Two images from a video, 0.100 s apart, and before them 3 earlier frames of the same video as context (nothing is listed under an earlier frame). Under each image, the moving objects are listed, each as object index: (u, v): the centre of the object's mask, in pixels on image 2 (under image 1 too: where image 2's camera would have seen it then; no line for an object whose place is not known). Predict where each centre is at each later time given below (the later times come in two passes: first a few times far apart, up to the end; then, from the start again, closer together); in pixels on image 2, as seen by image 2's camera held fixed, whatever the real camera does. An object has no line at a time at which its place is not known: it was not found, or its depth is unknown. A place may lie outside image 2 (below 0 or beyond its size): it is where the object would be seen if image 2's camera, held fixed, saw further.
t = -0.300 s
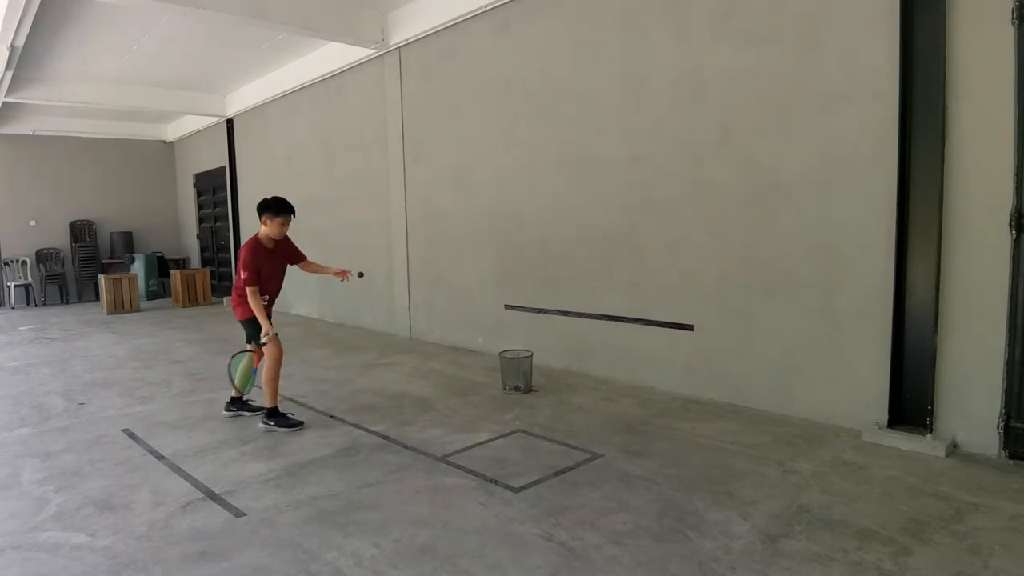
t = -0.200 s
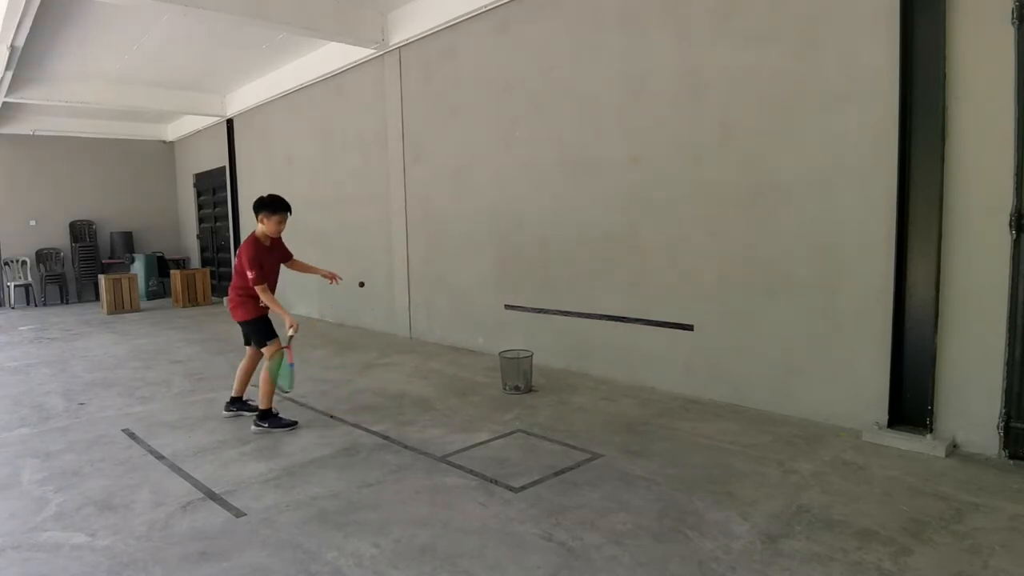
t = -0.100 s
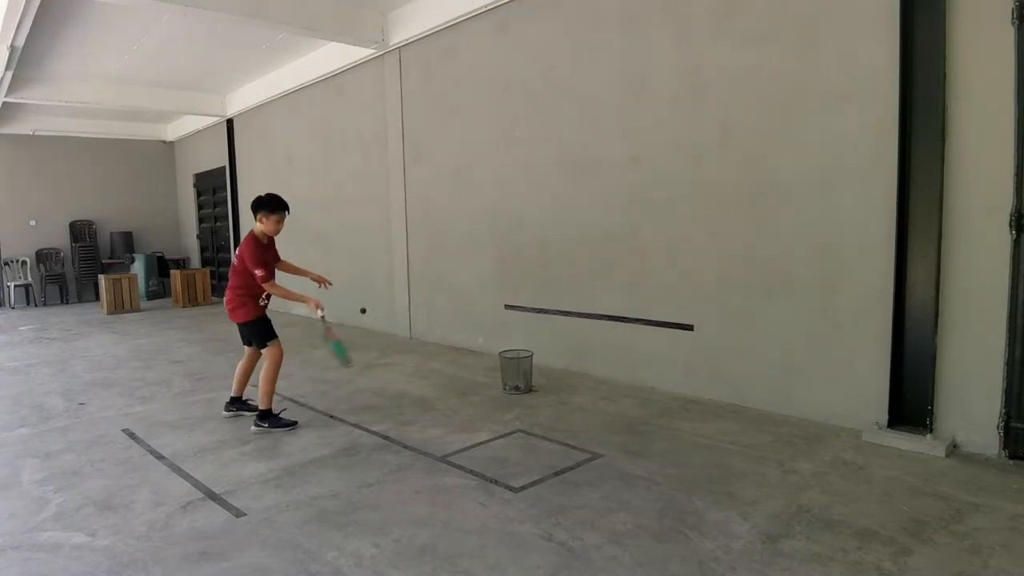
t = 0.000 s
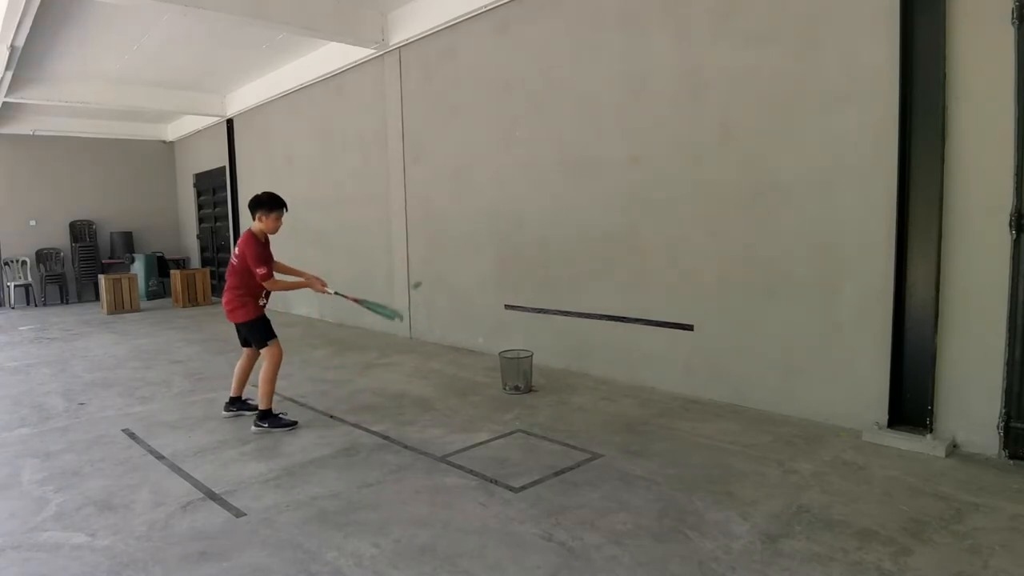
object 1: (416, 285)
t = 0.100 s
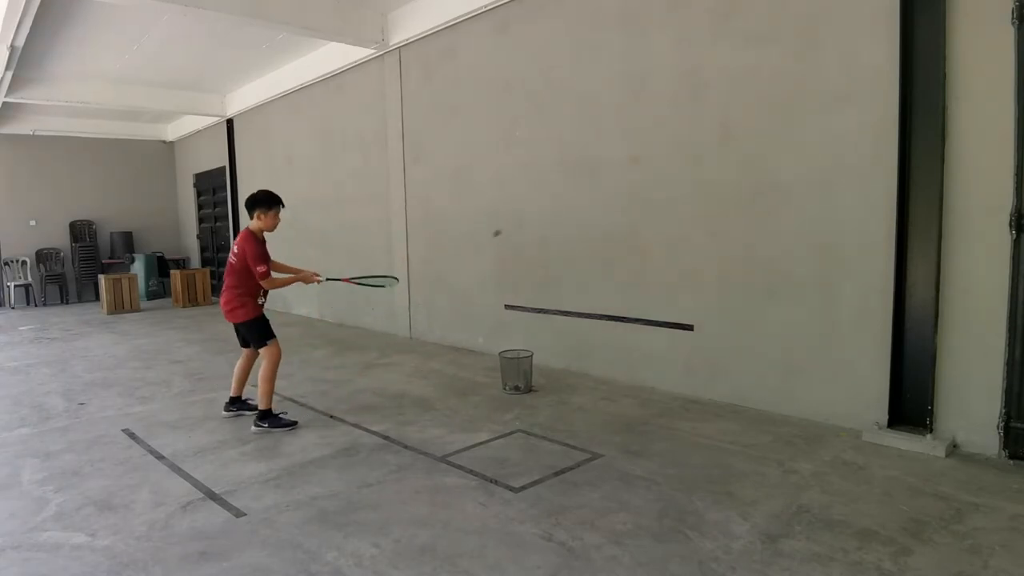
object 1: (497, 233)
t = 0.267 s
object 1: (605, 191)
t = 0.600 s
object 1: (512, 239)
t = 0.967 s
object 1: (399, 403)
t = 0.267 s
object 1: (605, 191)
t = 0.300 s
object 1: (596, 188)
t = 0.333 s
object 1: (587, 188)
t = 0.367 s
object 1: (580, 189)
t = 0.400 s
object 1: (570, 191)
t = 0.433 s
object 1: (562, 194)
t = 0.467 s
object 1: (552, 200)
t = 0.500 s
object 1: (542, 207)
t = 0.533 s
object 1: (534, 215)
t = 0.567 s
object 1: (522, 227)
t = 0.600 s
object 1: (512, 239)
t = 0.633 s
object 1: (503, 255)
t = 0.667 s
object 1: (491, 271)
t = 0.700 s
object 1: (480, 290)
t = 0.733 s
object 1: (469, 312)
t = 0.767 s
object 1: (458, 335)
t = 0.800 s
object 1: (446, 361)
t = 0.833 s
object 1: (434, 390)
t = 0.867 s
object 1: (422, 423)
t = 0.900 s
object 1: (413, 423)
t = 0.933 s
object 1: (406, 412)
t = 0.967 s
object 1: (399, 403)
